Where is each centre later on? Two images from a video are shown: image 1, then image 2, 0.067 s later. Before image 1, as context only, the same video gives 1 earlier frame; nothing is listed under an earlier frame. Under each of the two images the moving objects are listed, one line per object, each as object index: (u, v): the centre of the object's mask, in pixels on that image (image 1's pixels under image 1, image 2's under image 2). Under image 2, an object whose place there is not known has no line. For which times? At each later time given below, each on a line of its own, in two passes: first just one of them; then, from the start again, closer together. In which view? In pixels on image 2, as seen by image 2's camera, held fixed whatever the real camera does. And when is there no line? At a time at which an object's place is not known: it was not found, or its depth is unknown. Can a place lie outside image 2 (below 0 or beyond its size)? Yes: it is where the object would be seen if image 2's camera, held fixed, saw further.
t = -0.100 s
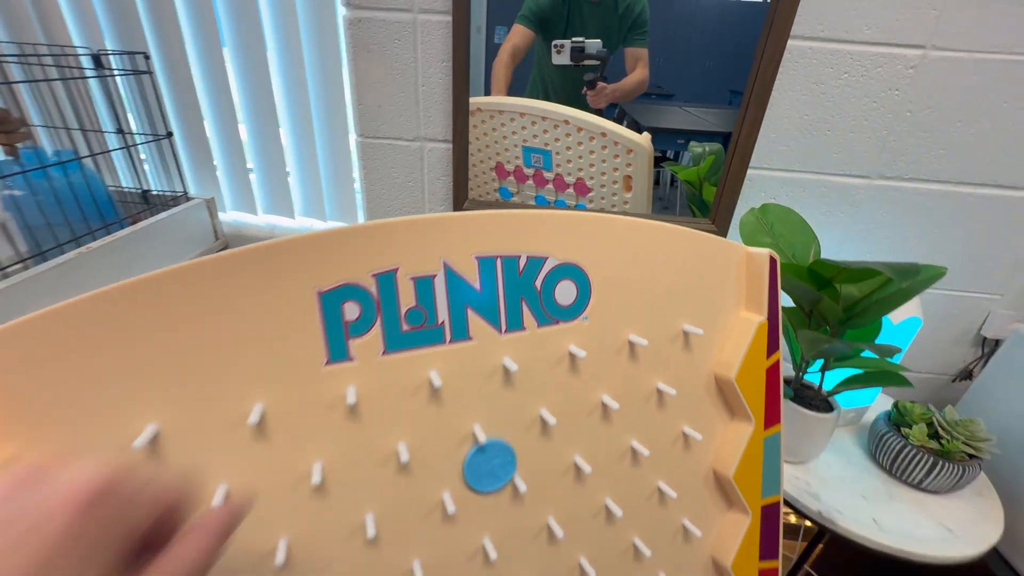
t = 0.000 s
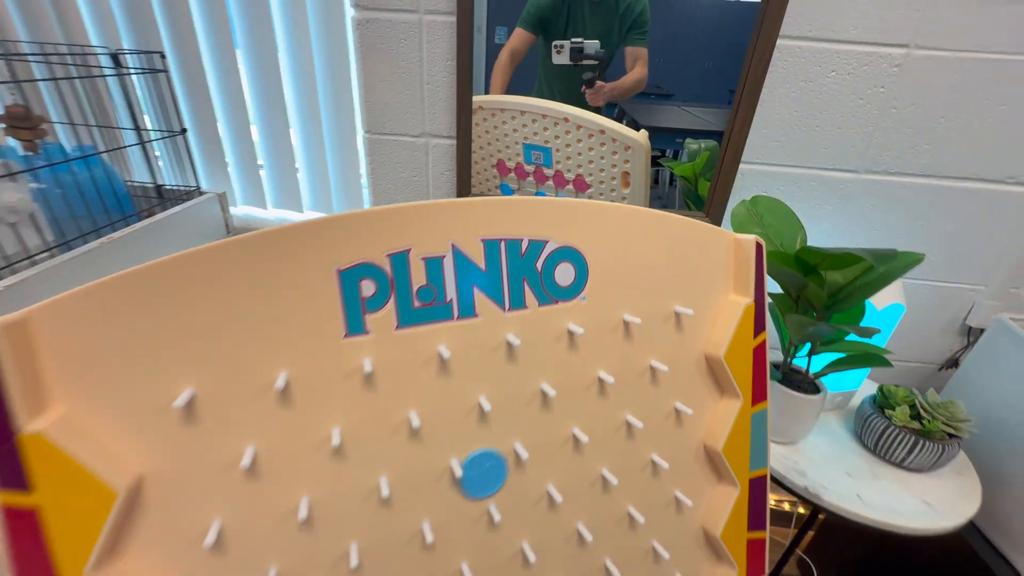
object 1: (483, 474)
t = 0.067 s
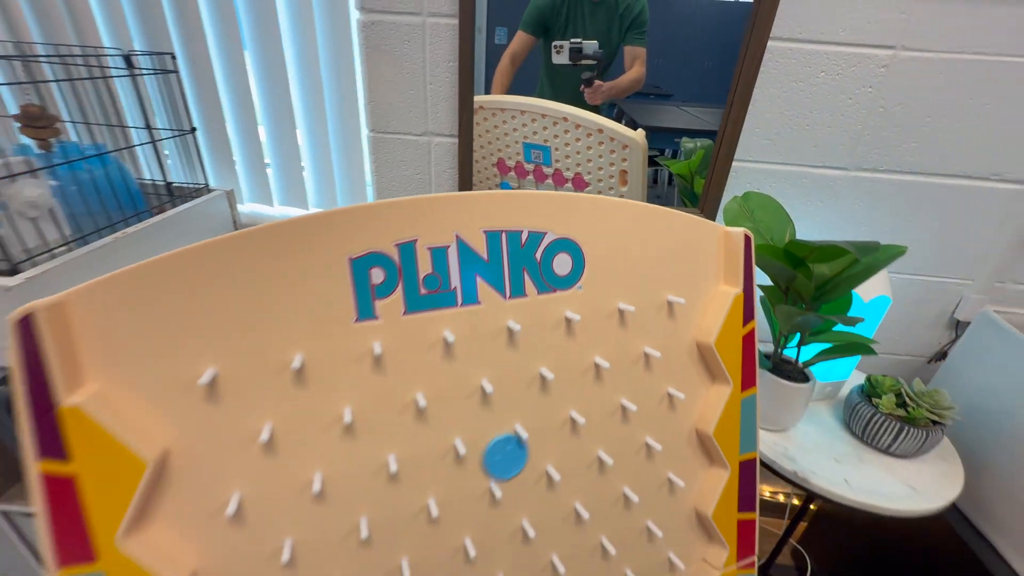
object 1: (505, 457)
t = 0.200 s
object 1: (516, 502)
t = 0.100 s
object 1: (515, 460)
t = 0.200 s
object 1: (516, 502)
